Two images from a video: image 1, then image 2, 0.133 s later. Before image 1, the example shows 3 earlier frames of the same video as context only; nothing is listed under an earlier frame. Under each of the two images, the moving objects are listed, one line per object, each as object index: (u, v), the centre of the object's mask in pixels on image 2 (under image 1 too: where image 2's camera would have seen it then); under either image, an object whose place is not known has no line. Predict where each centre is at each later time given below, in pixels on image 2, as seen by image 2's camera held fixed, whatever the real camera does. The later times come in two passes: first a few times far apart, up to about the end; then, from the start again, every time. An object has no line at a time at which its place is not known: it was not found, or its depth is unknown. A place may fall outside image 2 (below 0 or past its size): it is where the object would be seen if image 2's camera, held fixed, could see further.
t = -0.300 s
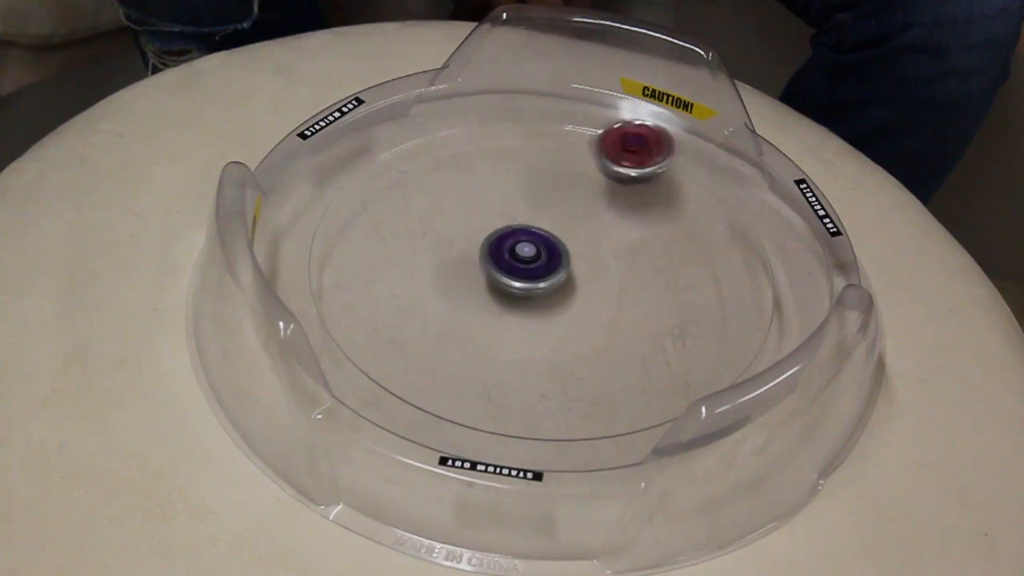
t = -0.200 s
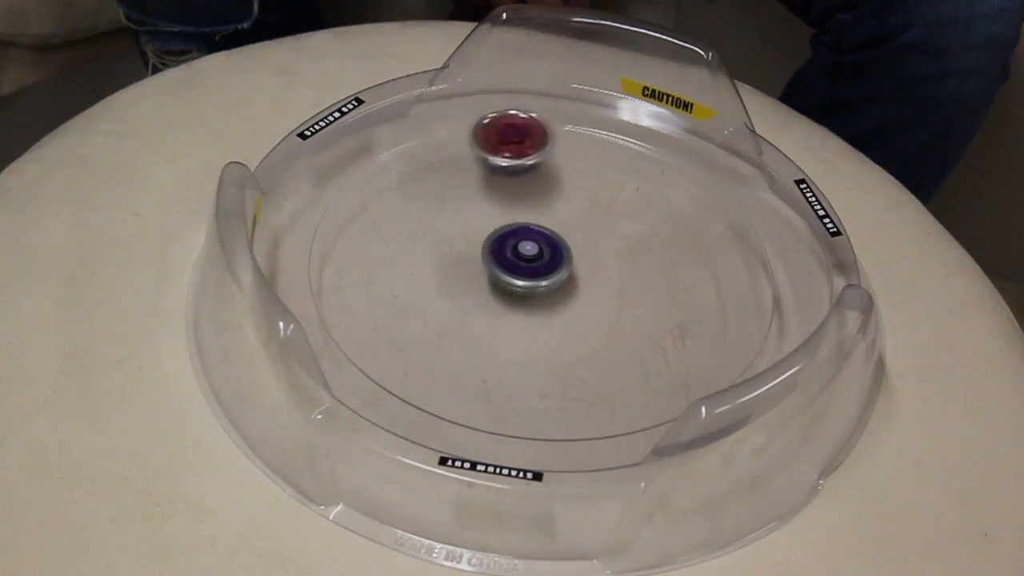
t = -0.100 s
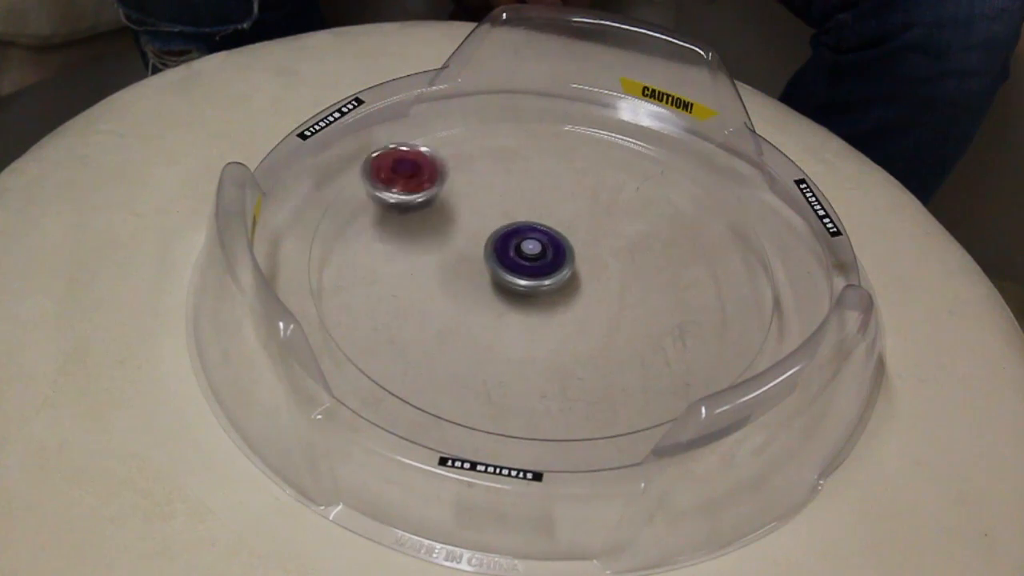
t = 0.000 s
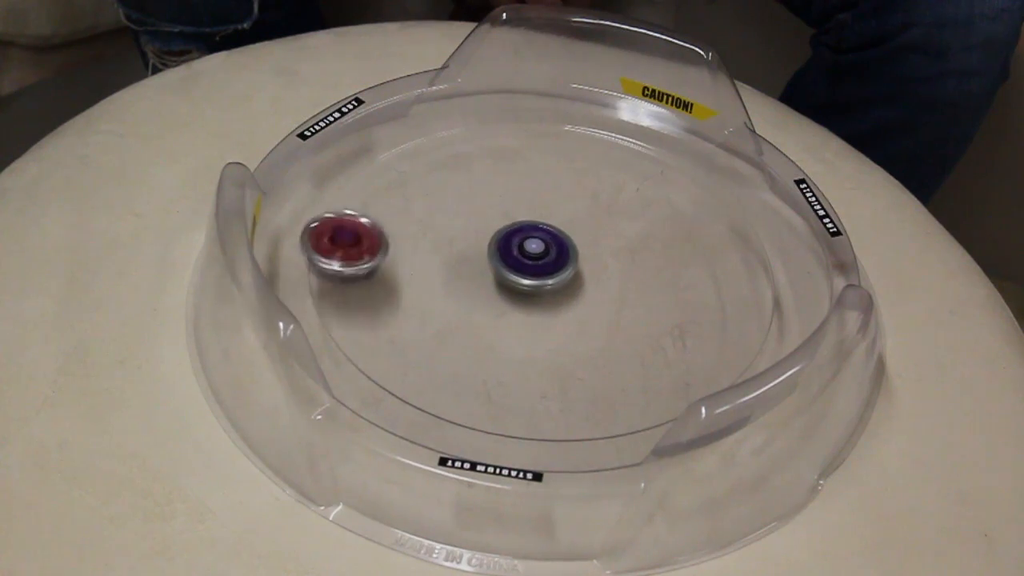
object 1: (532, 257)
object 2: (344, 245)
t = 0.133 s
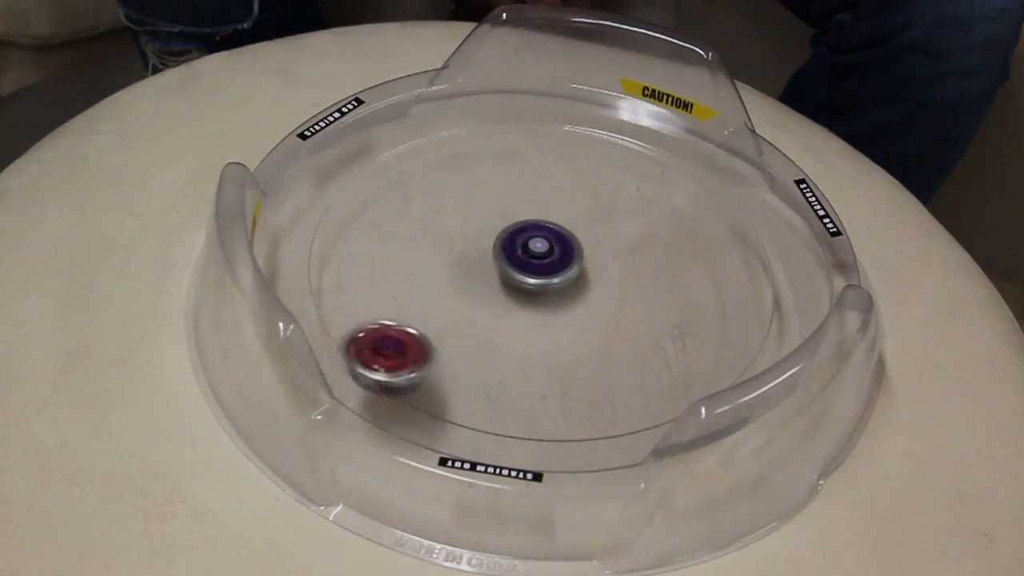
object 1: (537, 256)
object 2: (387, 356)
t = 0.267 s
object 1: (544, 256)
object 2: (564, 407)
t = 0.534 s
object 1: (556, 254)
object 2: (735, 242)
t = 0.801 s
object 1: (564, 255)
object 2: (498, 106)
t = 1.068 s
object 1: (571, 261)
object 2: (328, 266)
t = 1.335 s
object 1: (574, 269)
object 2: (621, 378)
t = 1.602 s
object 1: (575, 277)
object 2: (737, 195)
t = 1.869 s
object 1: (572, 284)
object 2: (469, 121)
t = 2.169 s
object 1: (565, 288)
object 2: (438, 344)
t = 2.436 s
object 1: (559, 291)
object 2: (747, 334)
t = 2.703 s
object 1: (551, 289)
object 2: (660, 148)
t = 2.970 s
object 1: (540, 284)
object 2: (391, 203)
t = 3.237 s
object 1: (529, 278)
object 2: (489, 393)
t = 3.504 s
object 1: (523, 273)
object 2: (751, 311)
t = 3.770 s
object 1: (525, 268)
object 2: (608, 137)
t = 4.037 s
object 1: (530, 261)
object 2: (345, 172)
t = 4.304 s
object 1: (534, 257)
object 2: (437, 371)
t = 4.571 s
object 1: (543, 258)
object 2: (728, 320)
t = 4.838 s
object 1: (554, 259)
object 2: (660, 136)
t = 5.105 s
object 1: (561, 262)
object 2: (398, 161)
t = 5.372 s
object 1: (566, 267)
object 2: (468, 359)
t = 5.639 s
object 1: (570, 274)
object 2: (755, 322)
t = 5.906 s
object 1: (571, 279)
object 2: (656, 148)
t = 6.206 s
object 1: (566, 283)
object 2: (382, 218)
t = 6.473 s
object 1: (557, 286)
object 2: (500, 393)
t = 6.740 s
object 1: (550, 287)
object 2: (743, 309)
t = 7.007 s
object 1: (544, 285)
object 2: (613, 142)
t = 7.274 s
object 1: (540, 279)
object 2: (360, 166)
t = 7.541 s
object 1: (533, 271)
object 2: (411, 353)
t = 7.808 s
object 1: (529, 265)
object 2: (703, 342)
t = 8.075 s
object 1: (531, 263)
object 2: (704, 160)
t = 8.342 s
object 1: (539, 261)
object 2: (450, 134)
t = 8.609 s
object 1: (550, 260)
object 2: (412, 320)
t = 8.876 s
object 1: (557, 259)
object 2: (687, 367)
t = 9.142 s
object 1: (561, 263)
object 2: (734, 197)
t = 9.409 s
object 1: (568, 270)
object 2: (486, 144)
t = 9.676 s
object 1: (571, 275)
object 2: (358, 290)
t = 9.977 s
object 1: (569, 280)
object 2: (629, 389)
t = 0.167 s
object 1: (539, 255)
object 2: (427, 377)
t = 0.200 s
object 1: (540, 255)
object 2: (469, 393)
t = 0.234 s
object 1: (542, 255)
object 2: (516, 404)
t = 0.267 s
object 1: (544, 256)
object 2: (564, 407)
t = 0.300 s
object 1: (545, 255)
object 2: (611, 403)
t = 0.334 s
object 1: (547, 255)
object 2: (650, 392)
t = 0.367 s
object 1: (549, 255)
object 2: (684, 373)
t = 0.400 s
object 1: (551, 255)
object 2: (713, 351)
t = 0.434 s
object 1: (552, 255)
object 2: (731, 326)
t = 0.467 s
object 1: (554, 255)
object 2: (741, 298)
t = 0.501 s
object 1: (555, 254)
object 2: (741, 270)
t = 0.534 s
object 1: (556, 254)
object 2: (735, 242)
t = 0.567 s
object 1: (558, 254)
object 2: (721, 214)
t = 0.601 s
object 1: (559, 254)
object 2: (701, 190)
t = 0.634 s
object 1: (560, 254)
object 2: (676, 167)
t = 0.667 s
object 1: (561, 254)
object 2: (645, 146)
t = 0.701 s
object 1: (561, 254)
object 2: (611, 131)
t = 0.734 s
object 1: (562, 255)
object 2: (576, 117)
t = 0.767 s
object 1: (563, 255)
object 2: (537, 109)
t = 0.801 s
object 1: (564, 255)
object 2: (498, 106)
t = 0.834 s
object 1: (564, 256)
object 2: (459, 113)
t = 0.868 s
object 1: (565, 257)
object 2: (423, 121)
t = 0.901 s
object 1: (566, 258)
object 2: (390, 138)
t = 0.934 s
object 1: (567, 259)
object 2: (362, 158)
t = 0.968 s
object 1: (568, 259)
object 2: (341, 180)
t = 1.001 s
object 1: (569, 260)
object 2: (327, 207)
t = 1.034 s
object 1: (570, 261)
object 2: (323, 236)
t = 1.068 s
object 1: (571, 261)
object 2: (328, 266)
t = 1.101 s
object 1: (571, 262)
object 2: (344, 296)
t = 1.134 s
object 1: (571, 263)
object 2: (370, 323)
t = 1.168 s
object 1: (572, 264)
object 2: (403, 345)
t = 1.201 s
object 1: (573, 265)
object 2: (442, 364)
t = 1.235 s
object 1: (573, 266)
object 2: (485, 377)
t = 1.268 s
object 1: (574, 267)
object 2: (532, 384)
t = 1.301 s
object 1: (574, 268)
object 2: (578, 385)
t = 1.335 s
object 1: (574, 269)
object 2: (621, 378)
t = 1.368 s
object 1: (574, 270)
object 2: (661, 364)
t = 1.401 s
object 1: (574, 271)
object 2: (695, 346)
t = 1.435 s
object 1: (574, 273)
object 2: (722, 325)
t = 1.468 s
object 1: (575, 274)
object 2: (741, 301)
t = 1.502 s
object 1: (575, 275)
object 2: (754, 274)
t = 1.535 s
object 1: (575, 276)
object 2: (761, 246)
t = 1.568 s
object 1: (575, 277)
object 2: (757, 217)
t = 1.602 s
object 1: (575, 277)
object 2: (737, 195)
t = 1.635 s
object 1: (575, 278)
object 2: (715, 171)
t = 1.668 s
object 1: (575, 278)
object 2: (687, 150)
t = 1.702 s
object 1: (573, 278)
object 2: (654, 135)
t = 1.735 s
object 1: (573, 280)
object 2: (618, 121)
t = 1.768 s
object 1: (572, 281)
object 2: (581, 111)
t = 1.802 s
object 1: (572, 282)
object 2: (542, 109)
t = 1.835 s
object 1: (572, 283)
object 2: (505, 112)
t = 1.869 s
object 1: (572, 284)
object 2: (469, 121)
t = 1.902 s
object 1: (571, 284)
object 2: (438, 134)
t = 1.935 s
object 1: (571, 285)
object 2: (410, 155)
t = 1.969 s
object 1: (571, 285)
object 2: (389, 178)
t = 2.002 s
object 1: (570, 286)
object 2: (377, 205)
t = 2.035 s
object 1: (569, 286)
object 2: (371, 234)
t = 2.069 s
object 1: (569, 286)
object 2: (375, 264)
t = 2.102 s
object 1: (568, 287)
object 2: (388, 294)
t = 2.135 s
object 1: (567, 287)
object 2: (409, 320)
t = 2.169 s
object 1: (565, 288)
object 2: (438, 344)
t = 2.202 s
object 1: (564, 288)
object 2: (475, 363)
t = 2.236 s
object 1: (562, 289)
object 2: (515, 377)
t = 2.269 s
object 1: (560, 289)
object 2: (560, 384)
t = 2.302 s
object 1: (560, 290)
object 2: (603, 385)
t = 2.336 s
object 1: (559, 291)
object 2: (648, 382)
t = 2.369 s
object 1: (559, 291)
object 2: (686, 370)
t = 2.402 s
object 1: (559, 291)
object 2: (721, 355)
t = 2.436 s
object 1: (559, 291)
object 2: (747, 334)
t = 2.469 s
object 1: (558, 292)
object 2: (758, 309)
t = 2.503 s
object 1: (558, 291)
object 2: (766, 283)
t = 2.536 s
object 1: (558, 291)
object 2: (768, 254)
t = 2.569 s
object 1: (556, 291)
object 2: (759, 228)
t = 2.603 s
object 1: (555, 290)
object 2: (743, 203)
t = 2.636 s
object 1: (553, 290)
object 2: (721, 181)
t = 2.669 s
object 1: (552, 290)
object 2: (693, 162)
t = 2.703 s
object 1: (551, 289)
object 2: (660, 148)
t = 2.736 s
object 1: (550, 289)
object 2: (623, 139)
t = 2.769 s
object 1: (548, 288)
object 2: (584, 134)
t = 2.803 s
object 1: (547, 287)
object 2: (546, 134)
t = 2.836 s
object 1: (545, 286)
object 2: (509, 140)
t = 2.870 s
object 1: (544, 286)
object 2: (473, 149)
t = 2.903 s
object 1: (543, 285)
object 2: (441, 164)
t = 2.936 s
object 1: (541, 284)
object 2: (413, 182)
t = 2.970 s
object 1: (540, 284)
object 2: (391, 203)
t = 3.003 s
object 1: (539, 283)
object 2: (375, 227)
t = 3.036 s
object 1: (537, 282)
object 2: (367, 254)
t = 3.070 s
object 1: (536, 282)
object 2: (368, 280)
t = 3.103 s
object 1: (534, 281)
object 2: (377, 308)
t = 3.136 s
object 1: (533, 280)
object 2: (394, 333)
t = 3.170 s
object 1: (532, 279)
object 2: (420, 358)
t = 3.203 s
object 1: (531, 279)
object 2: (452, 378)
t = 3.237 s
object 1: (529, 278)
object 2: (489, 393)
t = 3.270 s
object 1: (528, 277)
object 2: (532, 404)
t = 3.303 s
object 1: (527, 277)
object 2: (575, 407)
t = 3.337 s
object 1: (526, 276)
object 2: (618, 404)
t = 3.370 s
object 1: (526, 275)
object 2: (655, 392)
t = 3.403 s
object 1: (525, 274)
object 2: (690, 375)
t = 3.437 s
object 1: (524, 274)
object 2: (719, 358)
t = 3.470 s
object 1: (523, 274)
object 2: (740, 336)
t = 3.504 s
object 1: (523, 273)
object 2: (751, 311)
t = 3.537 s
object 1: (523, 272)
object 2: (755, 284)
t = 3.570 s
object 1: (522, 271)
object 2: (750, 258)
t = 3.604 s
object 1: (522, 271)
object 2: (739, 232)
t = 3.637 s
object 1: (523, 270)
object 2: (722, 208)
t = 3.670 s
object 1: (523, 270)
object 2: (700, 186)
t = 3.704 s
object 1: (523, 269)
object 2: (674, 167)
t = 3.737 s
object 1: (524, 269)
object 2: (642, 150)
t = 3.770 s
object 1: (525, 268)
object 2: (608, 137)
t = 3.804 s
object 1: (526, 267)
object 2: (572, 127)
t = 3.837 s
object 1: (526, 266)
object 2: (536, 122)
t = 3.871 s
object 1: (527, 265)
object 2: (499, 120)
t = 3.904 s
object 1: (527, 264)
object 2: (462, 122)
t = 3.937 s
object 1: (528, 264)
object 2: (428, 129)
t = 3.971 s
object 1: (529, 263)
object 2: (395, 139)
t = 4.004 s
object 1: (529, 262)
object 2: (367, 153)
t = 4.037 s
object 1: (530, 261)
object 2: (345, 172)
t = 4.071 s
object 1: (531, 261)
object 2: (329, 197)
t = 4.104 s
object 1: (531, 260)
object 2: (320, 223)
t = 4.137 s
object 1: (531, 259)
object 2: (319, 251)
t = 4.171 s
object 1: (532, 258)
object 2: (326, 279)
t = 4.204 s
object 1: (532, 258)
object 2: (343, 307)
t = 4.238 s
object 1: (533, 257)
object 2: (368, 331)
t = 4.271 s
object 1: (533, 257)
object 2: (400, 353)
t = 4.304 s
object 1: (534, 257)
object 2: (437, 371)
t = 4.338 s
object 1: (535, 257)
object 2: (478, 383)
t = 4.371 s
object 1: (536, 256)
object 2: (522, 390)
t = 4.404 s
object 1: (537, 257)
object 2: (564, 391)
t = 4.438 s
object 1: (538, 257)
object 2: (606, 386)
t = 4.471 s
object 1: (539, 257)
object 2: (645, 376)
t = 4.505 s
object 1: (540, 257)
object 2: (677, 362)
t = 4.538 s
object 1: (542, 257)
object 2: (706, 343)
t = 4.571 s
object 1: (543, 258)
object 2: (728, 320)
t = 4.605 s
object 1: (545, 258)
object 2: (743, 296)
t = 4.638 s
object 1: (546, 258)
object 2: (752, 270)
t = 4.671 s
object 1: (547, 258)
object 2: (755, 243)
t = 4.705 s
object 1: (548, 259)
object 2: (751, 217)
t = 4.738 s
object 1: (550, 259)
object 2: (740, 192)
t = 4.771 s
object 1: (551, 259)
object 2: (717, 171)
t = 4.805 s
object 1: (552, 259)
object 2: (691, 152)
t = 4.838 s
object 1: (554, 259)
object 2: (660, 136)
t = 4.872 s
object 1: (555, 259)
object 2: (627, 122)
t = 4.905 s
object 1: (556, 259)
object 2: (590, 114)
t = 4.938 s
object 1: (557, 260)
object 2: (553, 108)
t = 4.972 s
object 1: (558, 260)
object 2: (517, 109)
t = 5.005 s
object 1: (559, 260)
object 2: (483, 114)
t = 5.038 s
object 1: (559, 261)
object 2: (449, 125)
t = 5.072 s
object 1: (560, 261)
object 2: (421, 140)
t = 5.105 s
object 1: (561, 262)
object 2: (398, 161)
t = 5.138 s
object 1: (562, 262)
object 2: (381, 184)
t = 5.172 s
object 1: (563, 263)
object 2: (371, 211)
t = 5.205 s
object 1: (564, 264)
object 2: (368, 238)
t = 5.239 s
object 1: (564, 264)
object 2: (373, 266)
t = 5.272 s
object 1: (565, 265)
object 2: (386, 294)
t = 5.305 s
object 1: (565, 265)
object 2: (407, 319)
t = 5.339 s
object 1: (566, 266)
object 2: (435, 341)
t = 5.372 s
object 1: (566, 267)
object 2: (468, 359)
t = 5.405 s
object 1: (567, 267)
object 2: (506, 373)
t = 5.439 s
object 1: (568, 268)
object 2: (546, 381)
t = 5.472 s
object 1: (568, 269)
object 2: (589, 383)
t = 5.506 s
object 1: (568, 270)
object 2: (629, 381)
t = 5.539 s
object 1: (569, 271)
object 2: (667, 373)
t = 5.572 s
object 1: (570, 272)
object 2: (702, 359)
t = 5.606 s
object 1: (570, 273)
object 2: (732, 343)
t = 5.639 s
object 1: (570, 274)
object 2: (755, 322)
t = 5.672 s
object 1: (571, 275)
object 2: (765, 297)
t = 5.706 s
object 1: (571, 275)
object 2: (768, 272)
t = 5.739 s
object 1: (571, 276)
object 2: (765, 245)
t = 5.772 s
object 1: (571, 277)
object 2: (754, 220)
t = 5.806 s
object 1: (571, 277)
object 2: (738, 198)
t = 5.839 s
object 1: (571, 278)
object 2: (716, 178)
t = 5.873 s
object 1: (571, 279)
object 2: (688, 160)
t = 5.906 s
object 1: (571, 279)
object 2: (656, 148)
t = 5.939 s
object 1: (571, 280)
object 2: (622, 140)
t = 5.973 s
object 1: (570, 280)
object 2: (585, 134)
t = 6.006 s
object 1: (570, 280)
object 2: (549, 135)
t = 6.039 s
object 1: (570, 281)
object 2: (514, 139)
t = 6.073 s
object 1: (570, 281)
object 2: (480, 147)
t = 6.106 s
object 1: (569, 282)
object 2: (448, 160)
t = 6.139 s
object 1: (568, 282)
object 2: (421, 176)
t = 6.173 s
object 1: (567, 282)
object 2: (398, 196)
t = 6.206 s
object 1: (566, 283)
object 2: (382, 218)
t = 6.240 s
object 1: (565, 283)
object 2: (371, 242)
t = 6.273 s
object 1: (564, 283)
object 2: (368, 266)
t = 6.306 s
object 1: (563, 284)
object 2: (373, 292)
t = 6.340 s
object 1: (562, 284)
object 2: (385, 317)
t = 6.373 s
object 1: (560, 284)
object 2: (405, 341)
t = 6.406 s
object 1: (559, 285)
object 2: (431, 362)
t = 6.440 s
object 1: (558, 285)
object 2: (463, 379)
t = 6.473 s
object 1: (557, 286)
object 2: (500, 393)
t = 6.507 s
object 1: (556, 286)
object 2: (541, 401)
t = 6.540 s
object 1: (555, 286)
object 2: (583, 403)
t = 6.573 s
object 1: (554, 287)
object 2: (623, 399)
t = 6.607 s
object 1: (553, 287)
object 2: (657, 388)
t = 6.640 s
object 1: (552, 287)
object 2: (687, 372)
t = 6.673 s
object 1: (551, 287)
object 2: (714, 354)
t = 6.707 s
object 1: (550, 287)
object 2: (733, 333)
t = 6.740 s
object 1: (550, 287)
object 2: (743, 309)
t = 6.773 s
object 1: (549, 287)
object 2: (746, 284)
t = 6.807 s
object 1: (548, 287)
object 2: (742, 259)
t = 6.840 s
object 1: (547, 287)
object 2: (733, 236)
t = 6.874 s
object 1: (547, 287)
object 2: (718, 212)
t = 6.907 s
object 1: (546, 286)
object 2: (697, 191)
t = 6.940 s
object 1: (545, 286)
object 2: (673, 172)
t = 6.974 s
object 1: (544, 285)
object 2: (644, 155)
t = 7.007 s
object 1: (544, 285)
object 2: (613, 142)
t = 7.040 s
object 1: (543, 284)
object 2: (580, 132)
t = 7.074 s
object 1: (542, 283)
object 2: (546, 125)
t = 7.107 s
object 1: (542, 283)
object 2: (511, 123)
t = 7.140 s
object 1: (541, 282)
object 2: (477, 123)
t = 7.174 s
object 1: (541, 281)
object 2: (444, 128)
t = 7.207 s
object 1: (540, 280)
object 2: (412, 137)
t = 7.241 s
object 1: (540, 279)
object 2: (384, 150)
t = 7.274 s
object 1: (540, 279)
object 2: (360, 166)
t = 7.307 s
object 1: (539, 278)
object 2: (342, 186)
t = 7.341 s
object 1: (538, 277)
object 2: (329, 208)
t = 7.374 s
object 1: (537, 276)
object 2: (324, 233)
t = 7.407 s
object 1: (536, 275)
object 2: (326, 259)
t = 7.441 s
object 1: (535, 274)
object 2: (336, 286)
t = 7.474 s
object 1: (535, 273)
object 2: (355, 311)
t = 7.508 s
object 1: (534, 271)
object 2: (380, 333)
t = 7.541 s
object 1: (533, 271)
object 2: (411, 353)
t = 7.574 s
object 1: (532, 270)
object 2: (446, 369)
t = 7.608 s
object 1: (531, 269)
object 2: (485, 380)
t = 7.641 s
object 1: (531, 268)
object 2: (526, 386)
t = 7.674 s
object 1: (530, 267)
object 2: (568, 387)
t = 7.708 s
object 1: (530, 267)
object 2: (607, 382)
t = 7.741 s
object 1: (529, 266)
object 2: (643, 373)
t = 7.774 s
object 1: (529, 266)
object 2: (675, 359)
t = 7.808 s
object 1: (529, 265)
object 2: (703, 342)
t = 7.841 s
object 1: (529, 265)
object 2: (725, 322)
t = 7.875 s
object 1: (529, 265)
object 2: (740, 299)
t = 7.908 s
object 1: (529, 264)
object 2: (750, 275)
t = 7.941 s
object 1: (529, 264)
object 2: (755, 249)
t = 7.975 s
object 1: (529, 263)
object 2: (753, 225)
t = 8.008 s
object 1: (530, 263)
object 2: (746, 200)
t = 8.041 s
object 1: (531, 263)
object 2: (727, 180)
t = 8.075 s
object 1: (531, 263)
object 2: (704, 160)
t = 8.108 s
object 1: (532, 262)
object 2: (677, 145)
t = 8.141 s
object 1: (532, 262)
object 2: (645, 131)
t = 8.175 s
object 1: (533, 262)
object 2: (613, 121)
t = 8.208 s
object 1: (535, 262)
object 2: (580, 114)
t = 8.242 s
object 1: (535, 262)
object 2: (545, 111)
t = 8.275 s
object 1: (537, 262)
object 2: (511, 114)
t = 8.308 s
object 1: (538, 261)
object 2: (480, 122)
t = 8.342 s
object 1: (539, 261)
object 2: (450, 134)
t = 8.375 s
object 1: (541, 261)
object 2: (424, 152)
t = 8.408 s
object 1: (542, 261)
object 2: (404, 171)
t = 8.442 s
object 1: (543, 261)
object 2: (388, 193)
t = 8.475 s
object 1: (544, 261)
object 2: (379, 217)
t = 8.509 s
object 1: (546, 261)
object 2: (376, 244)
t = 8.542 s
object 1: (547, 261)
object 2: (381, 270)
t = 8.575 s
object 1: (548, 260)
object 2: (393, 296)
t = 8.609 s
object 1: (550, 260)
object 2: (412, 320)
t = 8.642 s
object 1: (551, 260)
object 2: (436, 341)
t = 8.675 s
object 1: (552, 259)
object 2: (467, 359)
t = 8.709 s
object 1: (553, 259)
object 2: (502, 372)
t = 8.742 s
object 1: (554, 259)
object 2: (539, 381)
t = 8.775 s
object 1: (555, 259)
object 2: (578, 385)
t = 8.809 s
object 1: (556, 259)
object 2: (617, 385)
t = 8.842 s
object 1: (556, 259)
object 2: (654, 379)
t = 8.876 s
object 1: (557, 259)
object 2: (687, 367)
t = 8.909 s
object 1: (557, 259)
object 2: (718, 353)
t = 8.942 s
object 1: (558, 259)
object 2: (742, 335)
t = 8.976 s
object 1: (558, 260)
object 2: (758, 313)
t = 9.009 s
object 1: (559, 260)
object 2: (767, 290)
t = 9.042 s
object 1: (559, 261)
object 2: (769, 266)
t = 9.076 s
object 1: (560, 261)
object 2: (764, 241)
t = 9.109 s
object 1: (561, 262)
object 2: (752, 219)
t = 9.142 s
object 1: (561, 263)
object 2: (734, 197)
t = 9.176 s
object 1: (562, 264)
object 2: (711, 180)
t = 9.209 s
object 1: (562, 264)
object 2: (684, 165)
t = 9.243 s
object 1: (563, 265)
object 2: (653, 153)
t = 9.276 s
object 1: (564, 266)
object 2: (621, 144)
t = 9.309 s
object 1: (564, 267)
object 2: (587, 139)
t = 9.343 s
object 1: (566, 269)
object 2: (552, 137)
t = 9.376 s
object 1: (567, 269)
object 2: (519, 139)
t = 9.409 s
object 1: (568, 270)
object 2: (486, 144)
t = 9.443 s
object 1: (568, 271)
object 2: (455, 154)
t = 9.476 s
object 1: (568, 271)
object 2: (426, 166)
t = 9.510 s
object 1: (569, 272)
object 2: (403, 182)
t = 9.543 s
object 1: (569, 272)
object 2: (382, 200)
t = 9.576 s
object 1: (570, 273)
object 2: (367, 220)
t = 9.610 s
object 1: (570, 274)
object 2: (357, 243)
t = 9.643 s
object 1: (570, 275)
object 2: (354, 266)
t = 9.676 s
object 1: (571, 275)
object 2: (358, 290)
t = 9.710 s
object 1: (571, 276)
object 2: (369, 315)
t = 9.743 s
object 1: (571, 277)
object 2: (387, 338)
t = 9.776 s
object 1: (571, 277)
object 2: (412, 357)
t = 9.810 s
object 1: (571, 278)
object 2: (443, 375)
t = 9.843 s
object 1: (571, 278)
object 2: (477, 388)
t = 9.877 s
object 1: (571, 279)
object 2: (515, 396)
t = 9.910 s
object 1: (571, 280)
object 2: (555, 399)
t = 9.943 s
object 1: (570, 280)
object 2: (593, 396)
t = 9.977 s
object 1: (569, 280)
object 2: (629, 389)
